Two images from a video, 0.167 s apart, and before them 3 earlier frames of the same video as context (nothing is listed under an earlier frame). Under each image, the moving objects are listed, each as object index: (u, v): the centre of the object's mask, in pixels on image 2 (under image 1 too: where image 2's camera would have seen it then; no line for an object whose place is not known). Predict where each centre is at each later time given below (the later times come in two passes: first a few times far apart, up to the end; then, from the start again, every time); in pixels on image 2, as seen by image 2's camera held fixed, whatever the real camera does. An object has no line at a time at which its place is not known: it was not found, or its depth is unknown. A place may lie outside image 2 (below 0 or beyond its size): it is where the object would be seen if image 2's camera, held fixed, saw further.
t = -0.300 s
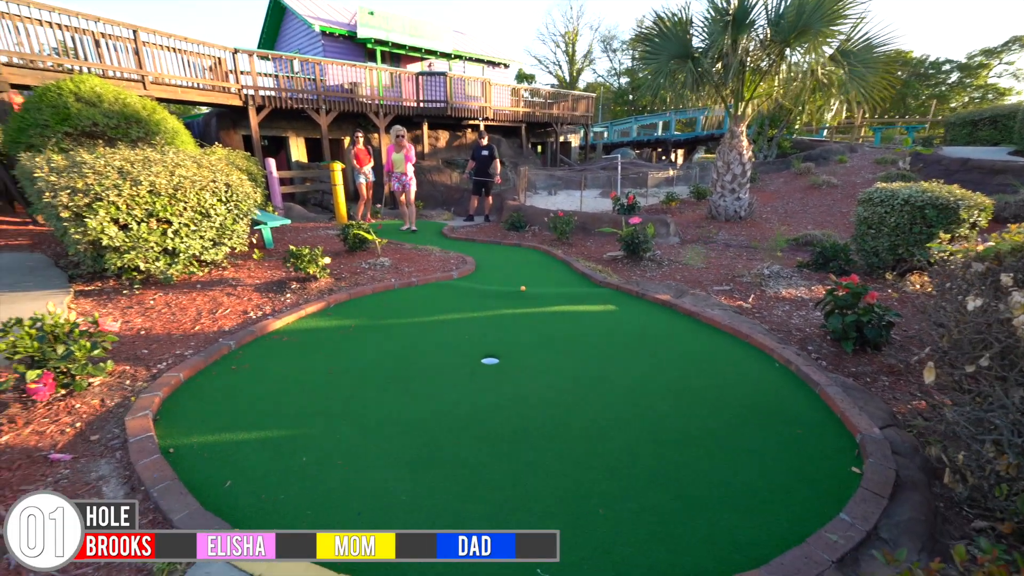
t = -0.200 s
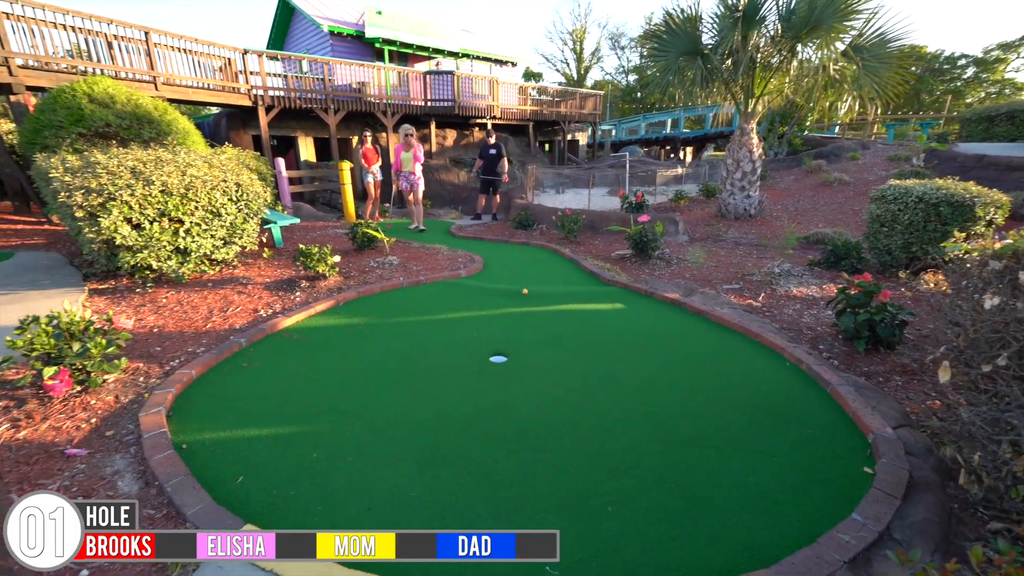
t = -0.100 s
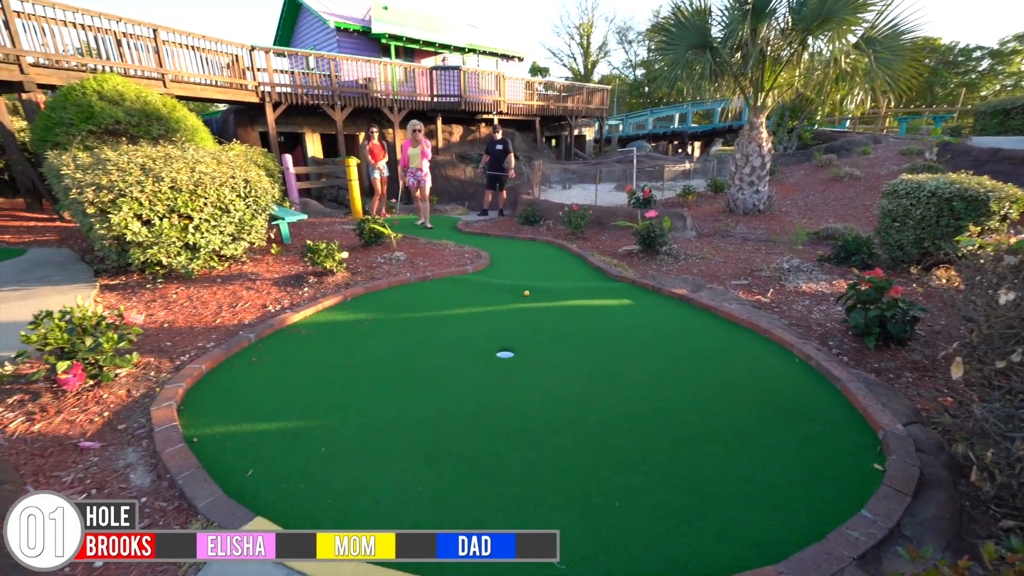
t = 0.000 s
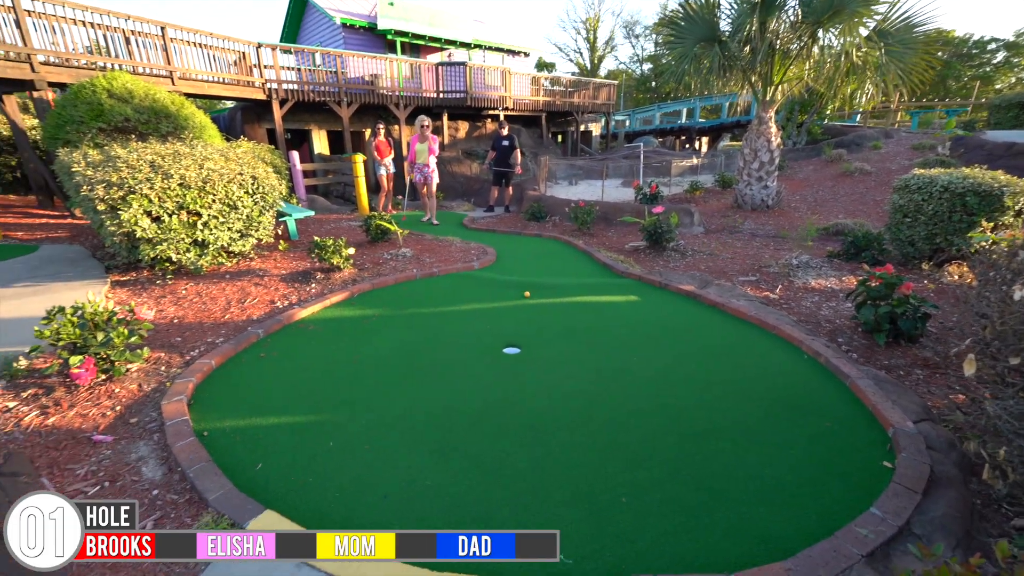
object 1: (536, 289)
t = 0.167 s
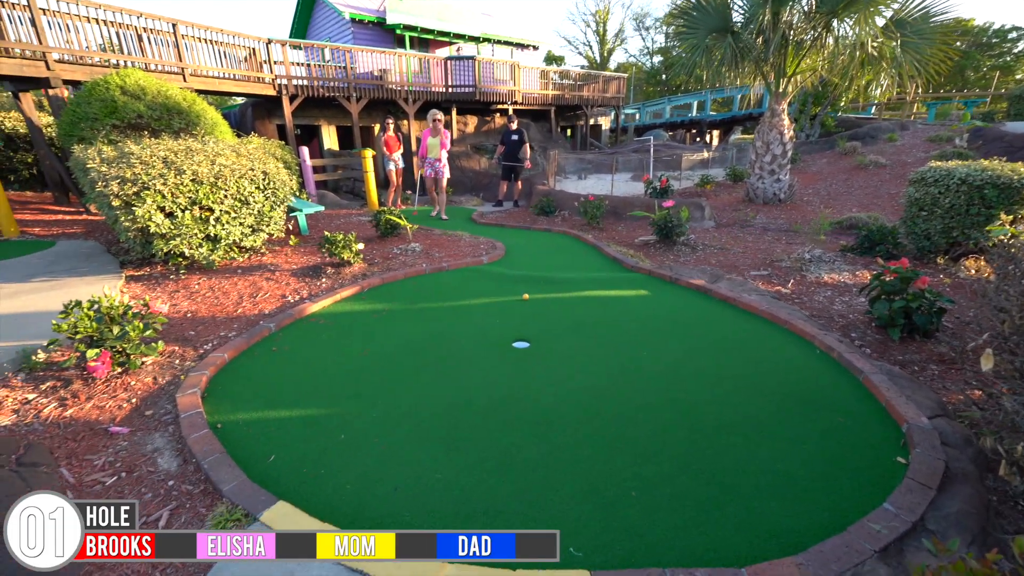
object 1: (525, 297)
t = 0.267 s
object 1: (518, 302)
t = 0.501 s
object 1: (503, 315)
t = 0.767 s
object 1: (483, 332)
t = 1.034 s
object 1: (462, 350)
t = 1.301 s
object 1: (438, 371)
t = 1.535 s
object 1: (416, 389)
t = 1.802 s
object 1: (391, 410)
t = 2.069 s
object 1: (366, 430)
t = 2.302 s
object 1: (348, 445)
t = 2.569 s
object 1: (330, 459)
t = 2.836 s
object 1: (321, 469)
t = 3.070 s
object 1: (318, 474)
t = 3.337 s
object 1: (319, 476)
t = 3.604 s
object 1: (319, 475)
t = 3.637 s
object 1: (318, 475)
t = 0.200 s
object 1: (523, 299)
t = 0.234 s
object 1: (521, 301)
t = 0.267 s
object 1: (518, 302)
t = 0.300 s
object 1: (516, 304)
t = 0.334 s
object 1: (514, 306)
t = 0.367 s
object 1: (512, 308)
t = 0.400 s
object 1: (509, 310)
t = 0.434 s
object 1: (507, 311)
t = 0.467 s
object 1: (505, 313)
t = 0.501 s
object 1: (503, 315)
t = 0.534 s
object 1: (501, 317)
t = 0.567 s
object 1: (498, 319)
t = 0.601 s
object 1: (496, 321)
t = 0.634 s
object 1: (493, 323)
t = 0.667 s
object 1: (491, 326)
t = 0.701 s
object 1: (488, 328)
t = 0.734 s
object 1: (486, 330)
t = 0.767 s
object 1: (483, 332)
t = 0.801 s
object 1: (481, 334)
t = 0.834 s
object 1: (478, 336)
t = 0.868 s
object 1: (476, 338)
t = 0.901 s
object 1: (473, 341)
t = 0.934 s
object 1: (470, 343)
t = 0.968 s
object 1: (467, 346)
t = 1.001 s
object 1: (465, 348)
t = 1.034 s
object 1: (462, 350)
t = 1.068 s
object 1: (459, 352)
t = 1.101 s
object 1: (456, 355)
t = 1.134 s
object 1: (453, 358)
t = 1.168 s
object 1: (450, 360)
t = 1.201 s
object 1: (447, 363)
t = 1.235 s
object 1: (444, 365)
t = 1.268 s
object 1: (441, 368)
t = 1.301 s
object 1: (438, 371)
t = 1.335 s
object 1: (435, 374)
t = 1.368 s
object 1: (432, 376)
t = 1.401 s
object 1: (429, 379)
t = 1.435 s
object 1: (426, 381)
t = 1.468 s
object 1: (423, 384)
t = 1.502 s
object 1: (420, 387)
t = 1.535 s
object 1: (416, 389)
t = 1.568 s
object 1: (413, 392)
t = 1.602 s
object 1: (410, 394)
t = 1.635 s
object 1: (406, 397)
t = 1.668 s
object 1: (403, 400)
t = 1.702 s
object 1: (400, 402)
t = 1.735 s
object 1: (397, 405)
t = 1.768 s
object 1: (394, 407)
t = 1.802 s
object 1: (391, 410)
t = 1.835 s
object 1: (388, 413)
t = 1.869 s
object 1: (384, 415)
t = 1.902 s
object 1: (381, 418)
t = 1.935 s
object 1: (378, 420)
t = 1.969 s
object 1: (375, 423)
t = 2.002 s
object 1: (372, 425)
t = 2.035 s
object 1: (369, 427)
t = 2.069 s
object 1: (366, 430)
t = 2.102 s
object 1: (363, 432)
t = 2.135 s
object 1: (361, 434)
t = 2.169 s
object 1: (358, 437)
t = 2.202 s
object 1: (355, 439)
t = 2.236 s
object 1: (353, 441)
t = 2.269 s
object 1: (350, 443)
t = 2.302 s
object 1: (348, 445)
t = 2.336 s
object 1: (345, 447)
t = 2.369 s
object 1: (343, 449)
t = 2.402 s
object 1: (340, 451)
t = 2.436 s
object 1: (338, 453)
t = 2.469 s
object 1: (336, 454)
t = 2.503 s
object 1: (334, 456)
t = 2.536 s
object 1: (332, 458)
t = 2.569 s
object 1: (330, 459)
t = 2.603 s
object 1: (329, 461)
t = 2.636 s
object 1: (327, 462)
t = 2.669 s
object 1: (326, 463)
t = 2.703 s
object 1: (325, 465)
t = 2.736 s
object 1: (324, 466)
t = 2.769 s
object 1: (323, 467)
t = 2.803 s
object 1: (322, 468)
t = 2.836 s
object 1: (321, 469)
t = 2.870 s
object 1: (320, 470)
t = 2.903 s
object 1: (319, 471)
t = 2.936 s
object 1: (318, 472)
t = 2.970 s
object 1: (318, 473)
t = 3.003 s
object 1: (318, 473)
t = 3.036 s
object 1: (318, 474)
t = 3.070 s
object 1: (318, 474)
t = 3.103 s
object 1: (318, 475)
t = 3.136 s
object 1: (318, 475)
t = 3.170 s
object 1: (318, 476)
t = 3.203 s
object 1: (318, 476)
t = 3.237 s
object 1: (319, 476)
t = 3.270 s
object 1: (319, 476)
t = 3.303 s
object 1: (319, 476)
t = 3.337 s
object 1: (319, 476)
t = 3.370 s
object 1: (319, 476)
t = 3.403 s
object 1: (319, 476)
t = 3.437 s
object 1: (319, 476)
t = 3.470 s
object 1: (319, 475)
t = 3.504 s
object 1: (319, 475)
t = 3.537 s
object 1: (319, 475)
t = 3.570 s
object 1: (319, 475)
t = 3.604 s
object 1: (319, 475)
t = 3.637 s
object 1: (318, 475)
